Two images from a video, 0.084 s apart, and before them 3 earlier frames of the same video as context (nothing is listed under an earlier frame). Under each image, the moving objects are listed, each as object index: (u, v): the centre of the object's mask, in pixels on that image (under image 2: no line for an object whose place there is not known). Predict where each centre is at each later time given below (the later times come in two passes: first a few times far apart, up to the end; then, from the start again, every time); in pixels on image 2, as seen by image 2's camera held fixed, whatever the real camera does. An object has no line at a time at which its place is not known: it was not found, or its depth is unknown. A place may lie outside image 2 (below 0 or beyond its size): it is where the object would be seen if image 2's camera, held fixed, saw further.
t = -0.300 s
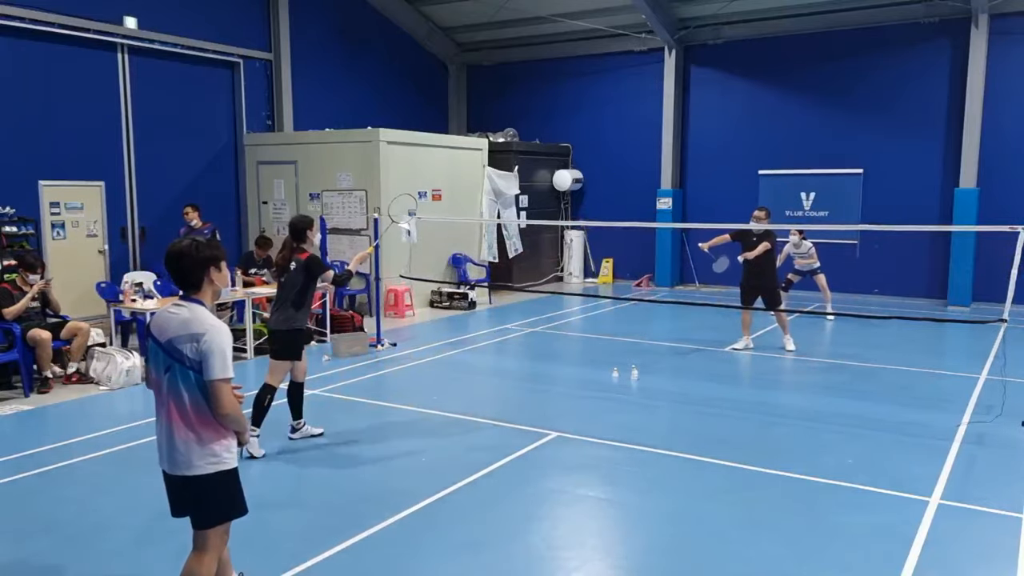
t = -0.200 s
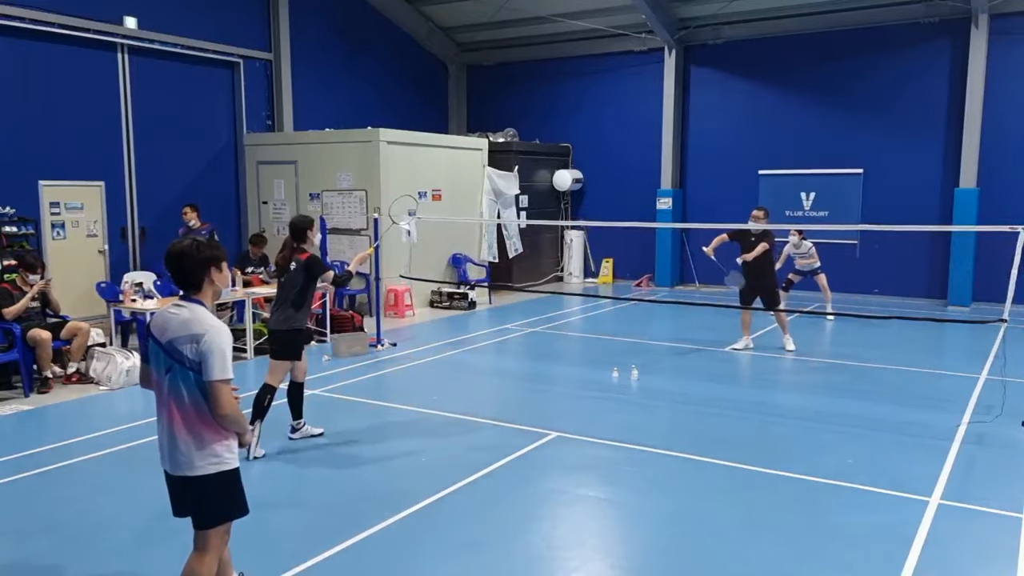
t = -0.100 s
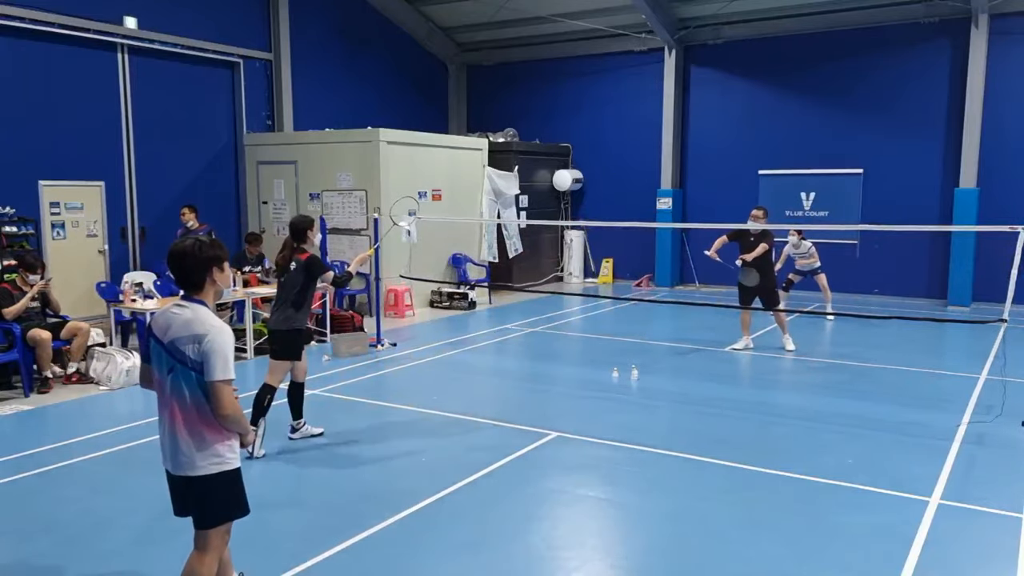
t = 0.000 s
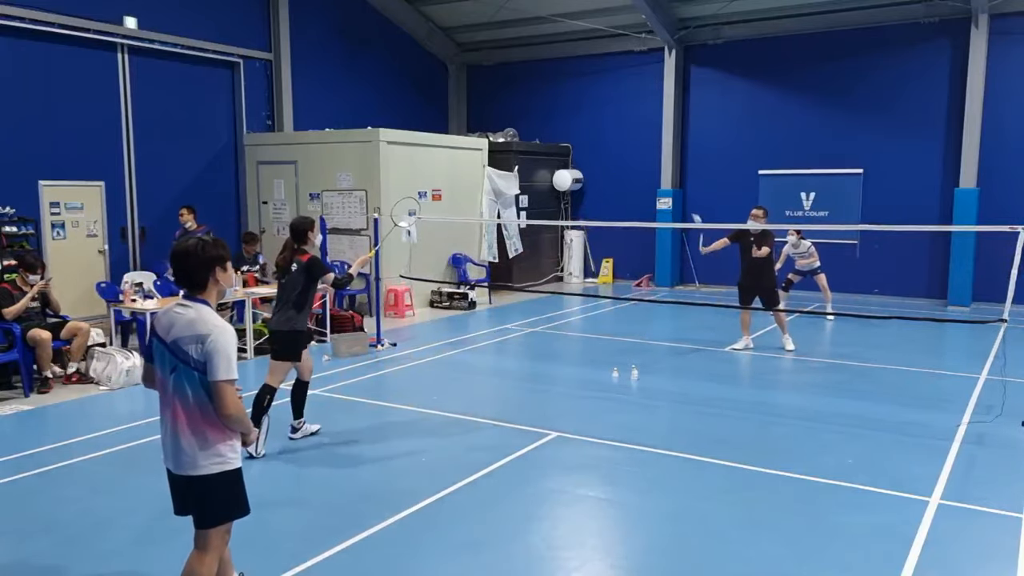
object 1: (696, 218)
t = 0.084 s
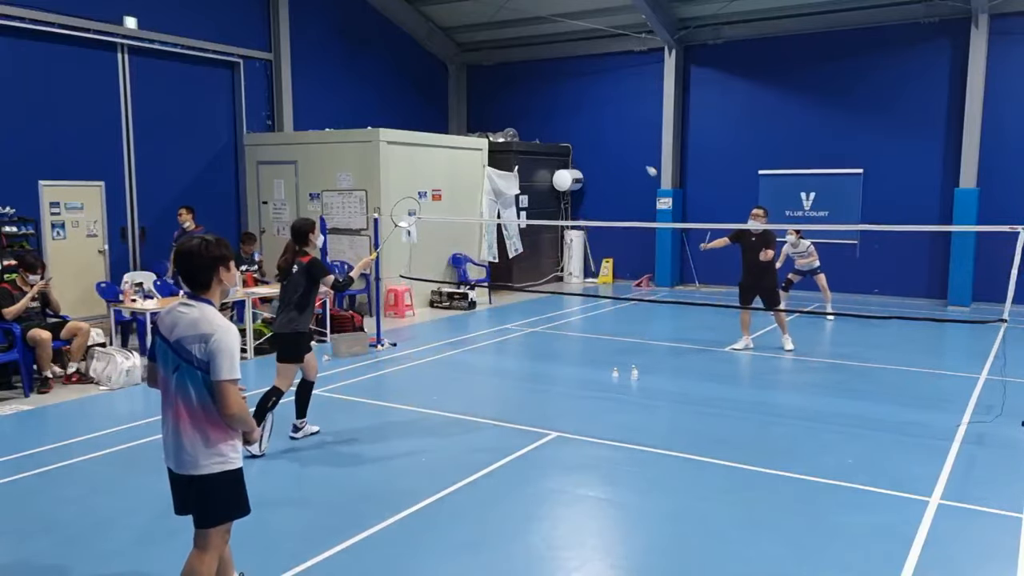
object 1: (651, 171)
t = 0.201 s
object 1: (590, 120)
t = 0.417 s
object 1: (480, 68)
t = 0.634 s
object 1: (357, 79)
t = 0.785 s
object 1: (267, 132)
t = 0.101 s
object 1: (642, 163)
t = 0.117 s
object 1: (633, 155)
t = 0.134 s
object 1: (625, 148)
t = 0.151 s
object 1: (616, 140)
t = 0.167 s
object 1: (607, 133)
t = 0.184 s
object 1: (599, 126)
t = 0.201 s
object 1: (590, 120)
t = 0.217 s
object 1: (586, 116)
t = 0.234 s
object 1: (577, 110)
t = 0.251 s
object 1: (569, 105)
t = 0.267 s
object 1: (560, 100)
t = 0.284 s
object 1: (551, 95)
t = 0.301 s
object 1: (542, 90)
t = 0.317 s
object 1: (534, 86)
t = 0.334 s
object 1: (525, 82)
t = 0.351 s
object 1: (516, 79)
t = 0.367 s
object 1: (507, 75)
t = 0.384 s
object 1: (498, 73)
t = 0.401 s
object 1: (489, 70)
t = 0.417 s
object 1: (480, 68)
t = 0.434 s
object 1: (471, 66)
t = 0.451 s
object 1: (462, 65)
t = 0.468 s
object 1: (452, 64)
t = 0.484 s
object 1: (443, 63)
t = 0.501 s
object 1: (434, 63)
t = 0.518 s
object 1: (425, 64)
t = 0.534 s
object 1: (415, 65)
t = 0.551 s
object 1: (406, 66)
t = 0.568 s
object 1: (396, 67)
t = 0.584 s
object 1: (386, 69)
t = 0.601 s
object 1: (377, 72)
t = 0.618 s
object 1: (367, 75)
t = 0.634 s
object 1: (357, 79)
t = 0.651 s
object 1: (347, 82)
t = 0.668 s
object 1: (337, 87)
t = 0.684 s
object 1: (327, 92)
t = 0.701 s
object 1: (318, 98)
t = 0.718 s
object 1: (308, 104)
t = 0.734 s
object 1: (298, 110)
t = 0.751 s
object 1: (288, 117)
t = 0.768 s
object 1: (278, 125)
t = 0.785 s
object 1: (267, 132)
